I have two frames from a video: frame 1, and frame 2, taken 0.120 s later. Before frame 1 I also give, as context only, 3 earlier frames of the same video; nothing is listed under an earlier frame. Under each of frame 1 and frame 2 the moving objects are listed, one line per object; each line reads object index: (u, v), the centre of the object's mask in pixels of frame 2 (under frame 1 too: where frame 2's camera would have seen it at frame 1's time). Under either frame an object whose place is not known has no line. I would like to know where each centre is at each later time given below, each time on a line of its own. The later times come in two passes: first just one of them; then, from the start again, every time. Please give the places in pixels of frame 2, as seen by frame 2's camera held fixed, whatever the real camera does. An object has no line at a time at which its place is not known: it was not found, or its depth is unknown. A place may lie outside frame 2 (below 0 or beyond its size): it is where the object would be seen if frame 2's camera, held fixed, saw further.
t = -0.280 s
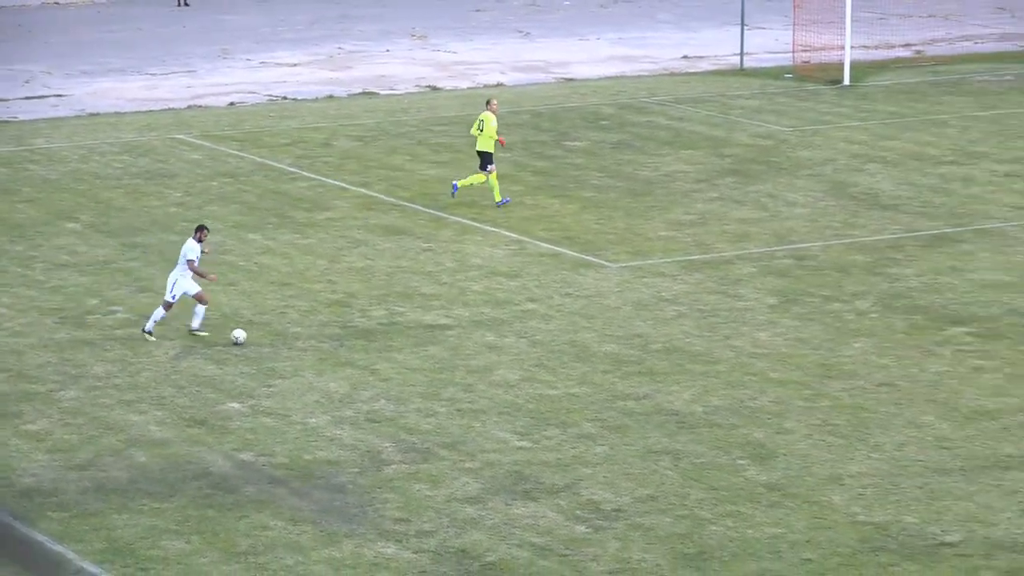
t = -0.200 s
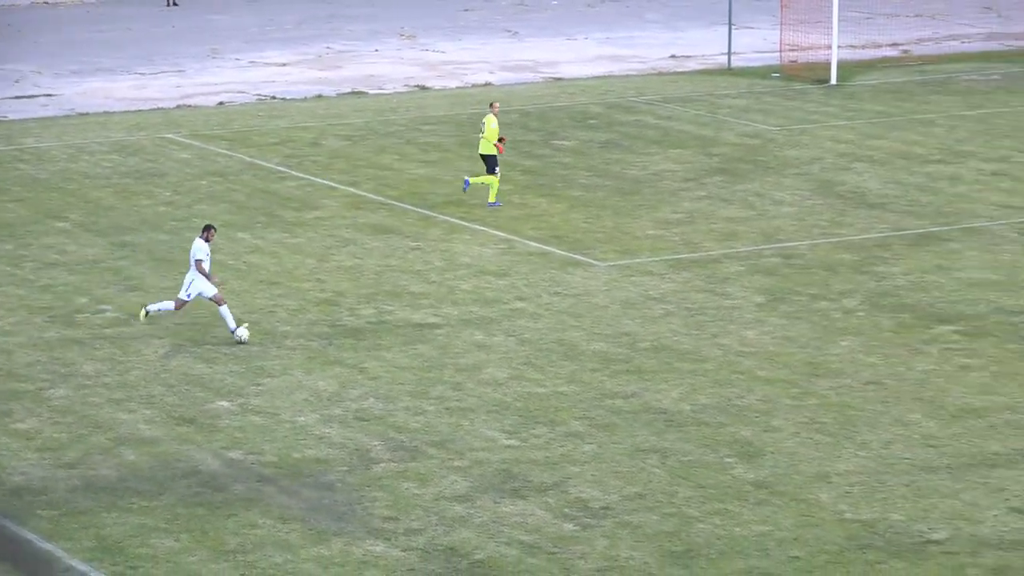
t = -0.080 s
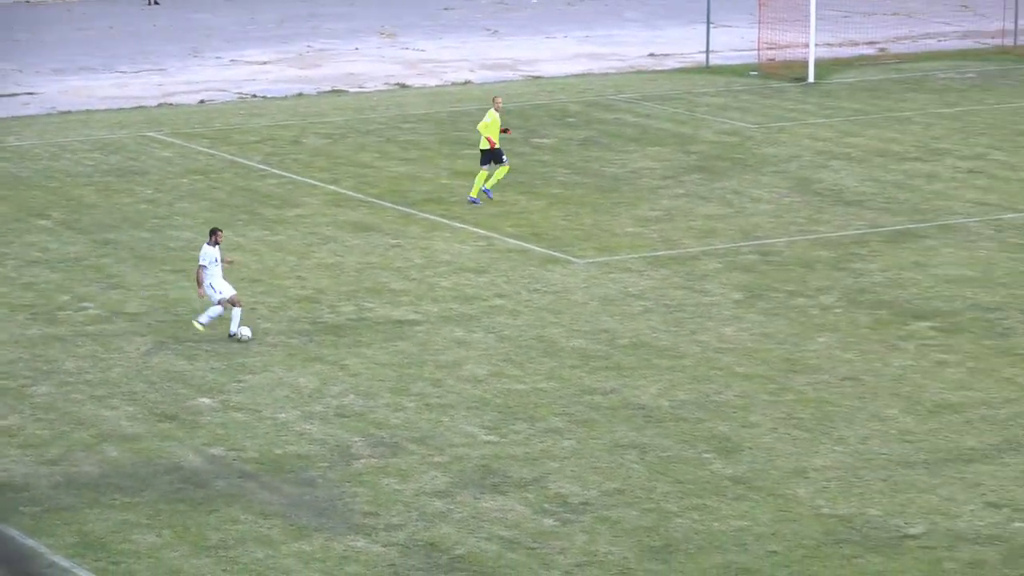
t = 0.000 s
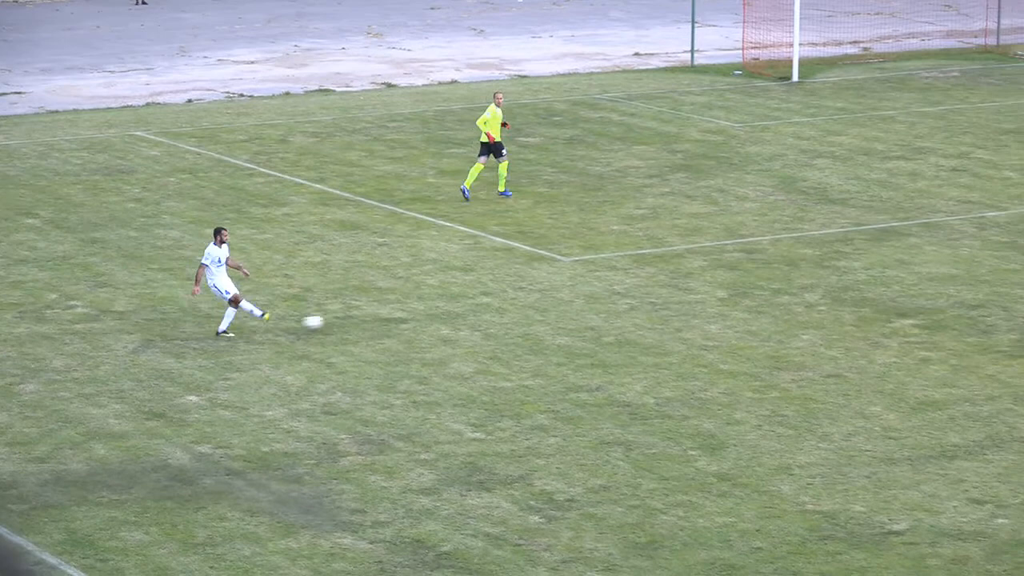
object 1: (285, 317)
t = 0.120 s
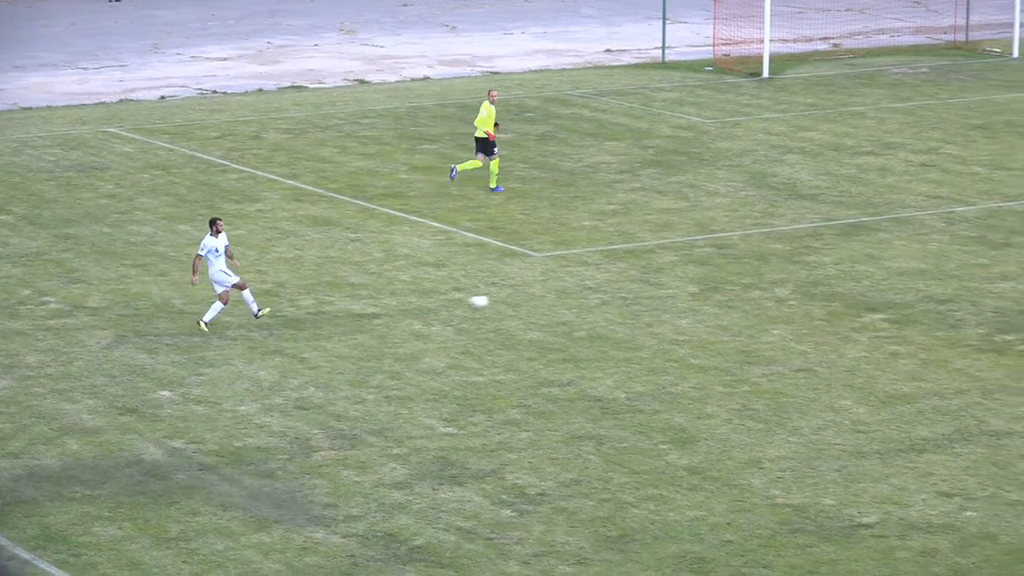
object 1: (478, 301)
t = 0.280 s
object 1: (706, 289)
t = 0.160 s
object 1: (540, 299)
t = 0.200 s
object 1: (599, 299)
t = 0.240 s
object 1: (656, 297)
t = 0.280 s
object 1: (706, 289)
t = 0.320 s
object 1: (754, 283)
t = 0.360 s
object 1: (803, 276)
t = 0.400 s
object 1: (850, 272)
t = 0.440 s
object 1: (896, 269)
